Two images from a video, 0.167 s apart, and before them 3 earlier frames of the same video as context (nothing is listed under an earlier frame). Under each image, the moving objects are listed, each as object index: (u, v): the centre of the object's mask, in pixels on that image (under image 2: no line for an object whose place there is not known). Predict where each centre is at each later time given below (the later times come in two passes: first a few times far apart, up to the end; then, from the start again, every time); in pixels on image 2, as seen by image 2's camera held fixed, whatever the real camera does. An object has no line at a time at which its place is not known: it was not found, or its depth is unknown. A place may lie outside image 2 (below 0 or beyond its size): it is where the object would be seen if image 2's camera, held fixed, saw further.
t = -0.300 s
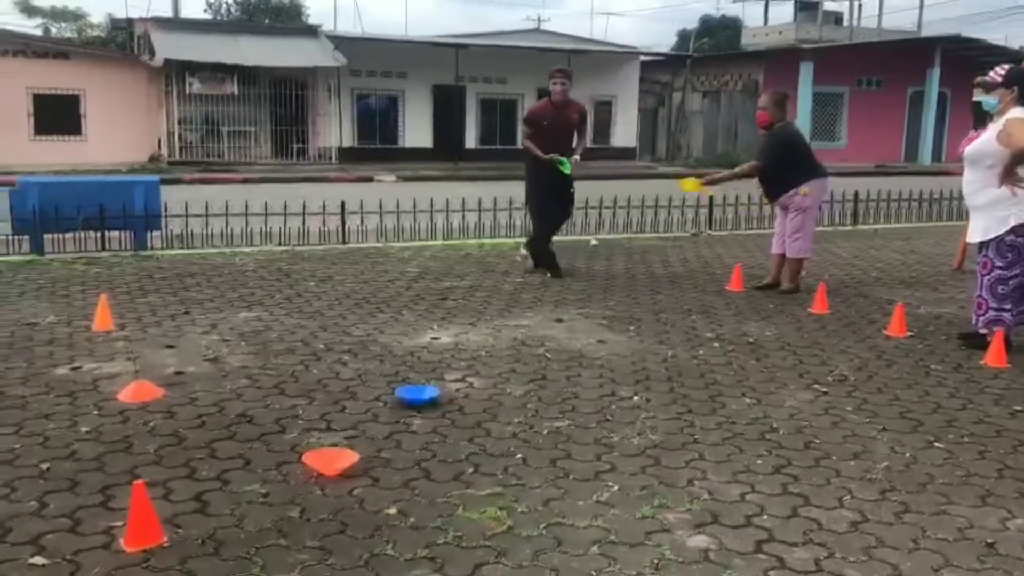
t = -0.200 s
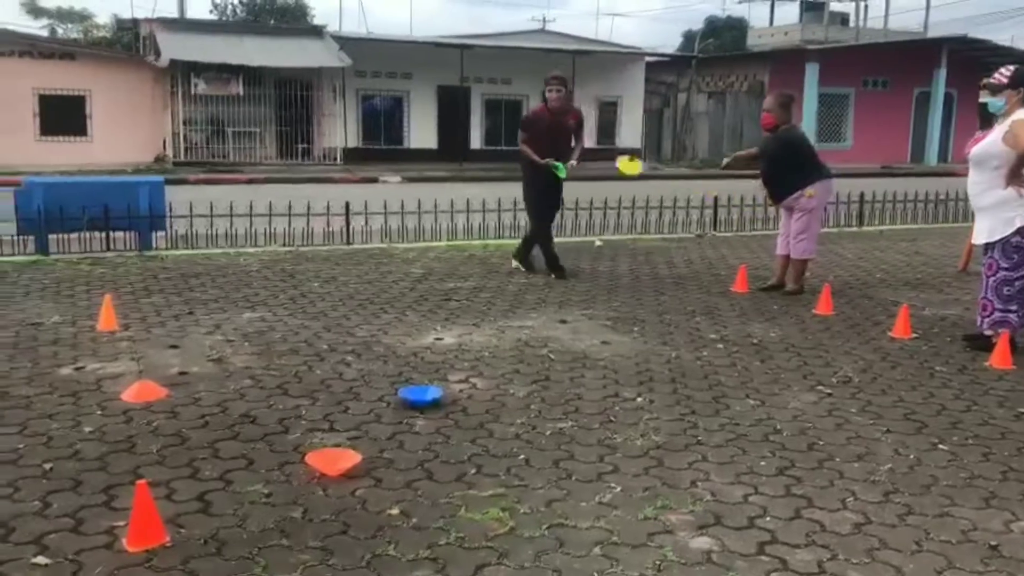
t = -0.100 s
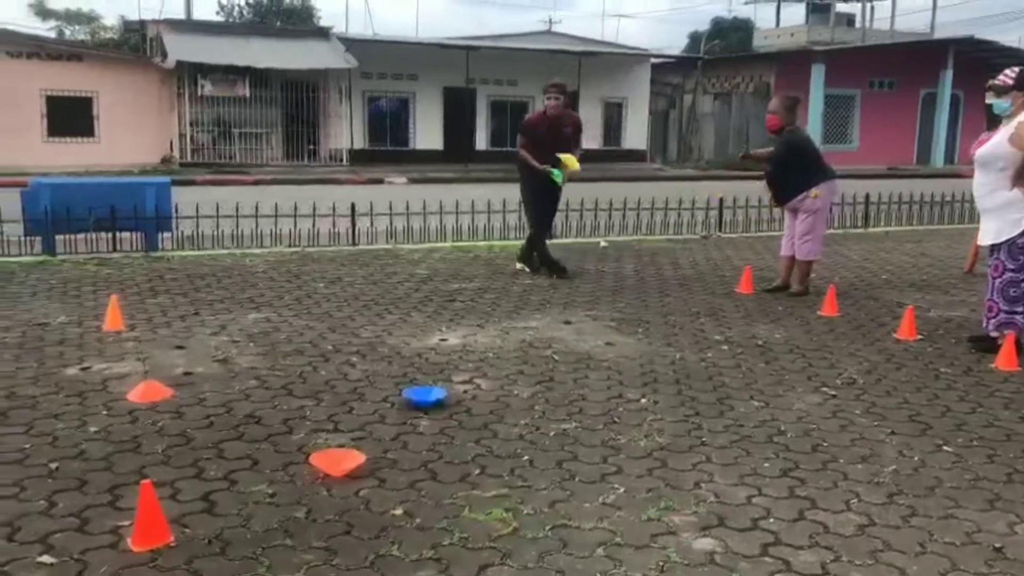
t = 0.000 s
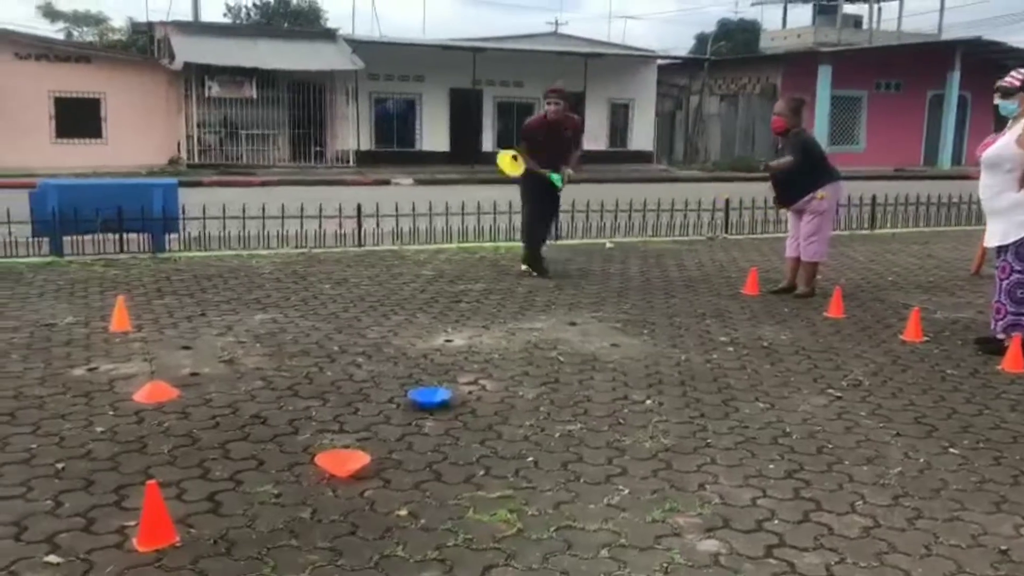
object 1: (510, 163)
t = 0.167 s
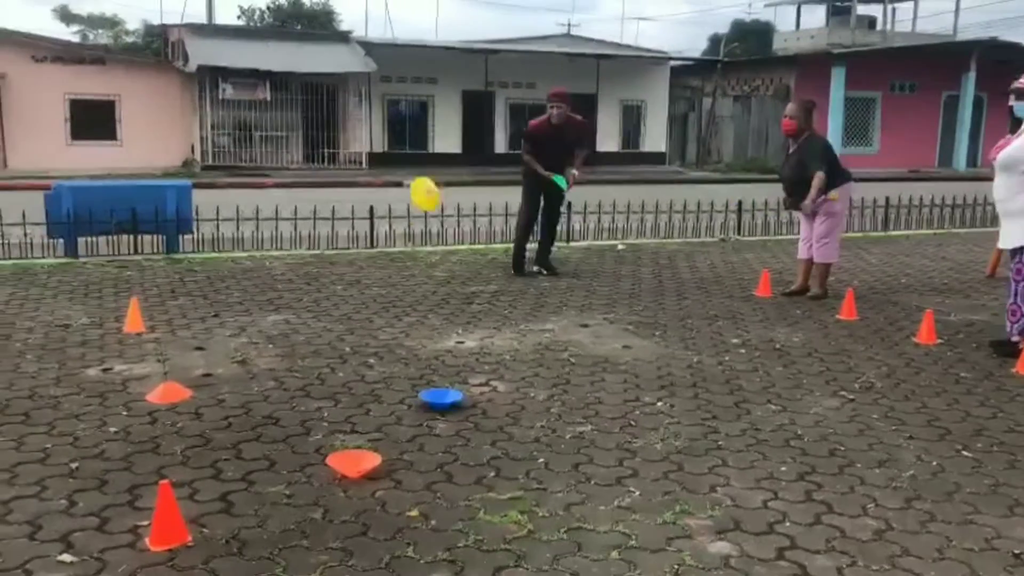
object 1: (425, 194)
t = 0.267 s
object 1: (368, 234)
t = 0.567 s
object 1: (238, 357)
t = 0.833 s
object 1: (190, 406)
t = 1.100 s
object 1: (197, 427)
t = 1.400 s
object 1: (241, 434)
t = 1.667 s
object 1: (253, 429)
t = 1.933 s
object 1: (241, 427)
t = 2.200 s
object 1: (230, 428)
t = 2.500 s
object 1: (244, 430)
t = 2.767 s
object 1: (251, 428)
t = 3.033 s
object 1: (248, 429)
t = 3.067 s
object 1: (248, 429)
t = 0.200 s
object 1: (406, 205)
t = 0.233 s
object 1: (388, 219)
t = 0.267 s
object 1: (368, 234)
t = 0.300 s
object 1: (349, 251)
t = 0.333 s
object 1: (331, 273)
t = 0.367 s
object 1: (311, 297)
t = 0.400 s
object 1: (292, 324)
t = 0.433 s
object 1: (274, 354)
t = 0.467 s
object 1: (258, 368)
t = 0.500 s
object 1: (252, 362)
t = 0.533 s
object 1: (246, 359)
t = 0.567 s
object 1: (238, 357)
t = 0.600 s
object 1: (232, 359)
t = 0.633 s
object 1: (226, 364)
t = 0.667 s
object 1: (219, 370)
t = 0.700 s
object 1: (212, 381)
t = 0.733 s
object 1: (203, 393)
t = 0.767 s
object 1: (195, 408)
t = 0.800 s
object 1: (193, 407)
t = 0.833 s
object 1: (190, 406)
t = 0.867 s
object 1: (190, 406)
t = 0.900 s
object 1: (189, 412)
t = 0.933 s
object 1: (191, 417)
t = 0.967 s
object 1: (191, 422)
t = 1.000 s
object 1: (192, 420)
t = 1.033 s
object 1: (193, 422)
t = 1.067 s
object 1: (194, 425)
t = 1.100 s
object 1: (197, 427)
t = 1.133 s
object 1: (201, 430)
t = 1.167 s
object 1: (207, 432)
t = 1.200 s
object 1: (211, 432)
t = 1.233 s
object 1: (216, 432)
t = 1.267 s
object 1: (221, 434)
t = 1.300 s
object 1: (227, 435)
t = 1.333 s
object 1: (233, 435)
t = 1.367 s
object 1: (237, 435)
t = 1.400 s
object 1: (241, 434)
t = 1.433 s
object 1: (245, 433)
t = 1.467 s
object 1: (248, 432)
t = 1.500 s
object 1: (250, 431)
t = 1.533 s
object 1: (252, 430)
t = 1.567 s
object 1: (253, 429)
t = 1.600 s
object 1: (253, 429)
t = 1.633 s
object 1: (253, 429)
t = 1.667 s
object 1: (253, 429)
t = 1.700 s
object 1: (252, 429)
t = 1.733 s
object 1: (251, 429)
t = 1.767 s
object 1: (249, 428)
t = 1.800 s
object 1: (248, 428)
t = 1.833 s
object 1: (247, 427)
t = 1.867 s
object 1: (246, 427)
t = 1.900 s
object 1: (244, 427)
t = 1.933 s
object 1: (241, 427)
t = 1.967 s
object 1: (239, 427)
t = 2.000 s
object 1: (237, 427)
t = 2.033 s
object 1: (235, 427)
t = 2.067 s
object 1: (233, 427)
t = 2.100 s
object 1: (231, 427)
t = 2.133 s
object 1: (231, 427)
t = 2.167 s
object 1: (231, 427)
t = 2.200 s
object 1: (230, 428)
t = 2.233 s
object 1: (231, 428)
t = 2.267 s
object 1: (232, 429)
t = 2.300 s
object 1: (233, 430)
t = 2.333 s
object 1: (235, 430)
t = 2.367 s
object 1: (237, 430)
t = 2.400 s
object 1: (239, 431)
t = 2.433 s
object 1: (241, 431)
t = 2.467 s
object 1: (242, 430)
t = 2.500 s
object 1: (244, 430)
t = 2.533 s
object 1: (245, 430)
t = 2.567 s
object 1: (247, 429)
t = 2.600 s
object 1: (249, 429)
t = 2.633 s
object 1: (250, 429)
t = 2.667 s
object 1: (251, 429)
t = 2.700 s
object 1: (251, 428)
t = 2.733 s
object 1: (251, 428)
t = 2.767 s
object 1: (251, 428)
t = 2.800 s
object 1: (249, 428)
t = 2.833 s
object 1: (248, 428)
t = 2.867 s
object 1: (247, 428)
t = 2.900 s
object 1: (247, 428)
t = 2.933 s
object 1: (247, 429)
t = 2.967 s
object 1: (247, 429)
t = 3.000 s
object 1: (248, 429)
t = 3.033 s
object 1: (248, 429)
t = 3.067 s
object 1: (248, 429)
